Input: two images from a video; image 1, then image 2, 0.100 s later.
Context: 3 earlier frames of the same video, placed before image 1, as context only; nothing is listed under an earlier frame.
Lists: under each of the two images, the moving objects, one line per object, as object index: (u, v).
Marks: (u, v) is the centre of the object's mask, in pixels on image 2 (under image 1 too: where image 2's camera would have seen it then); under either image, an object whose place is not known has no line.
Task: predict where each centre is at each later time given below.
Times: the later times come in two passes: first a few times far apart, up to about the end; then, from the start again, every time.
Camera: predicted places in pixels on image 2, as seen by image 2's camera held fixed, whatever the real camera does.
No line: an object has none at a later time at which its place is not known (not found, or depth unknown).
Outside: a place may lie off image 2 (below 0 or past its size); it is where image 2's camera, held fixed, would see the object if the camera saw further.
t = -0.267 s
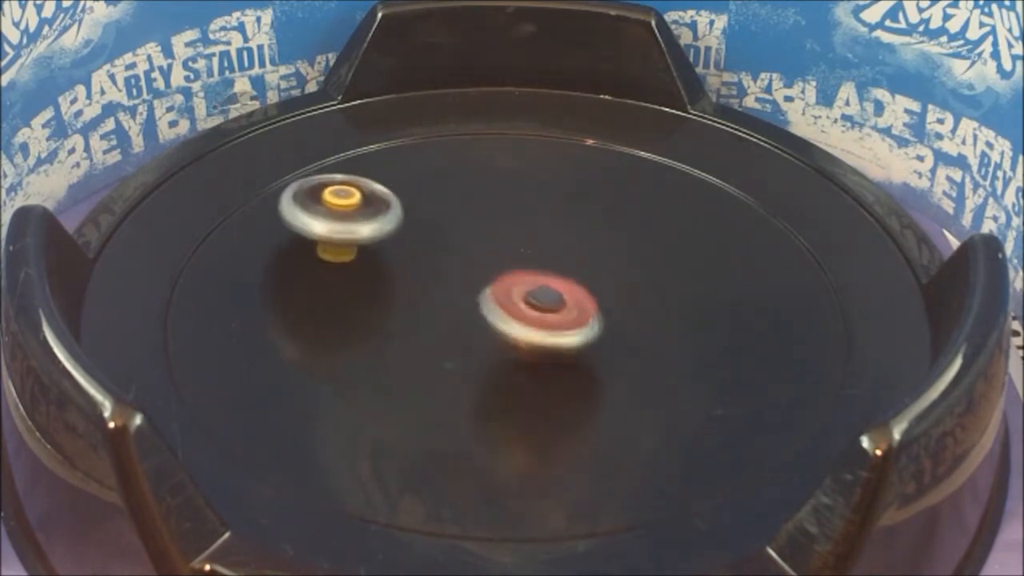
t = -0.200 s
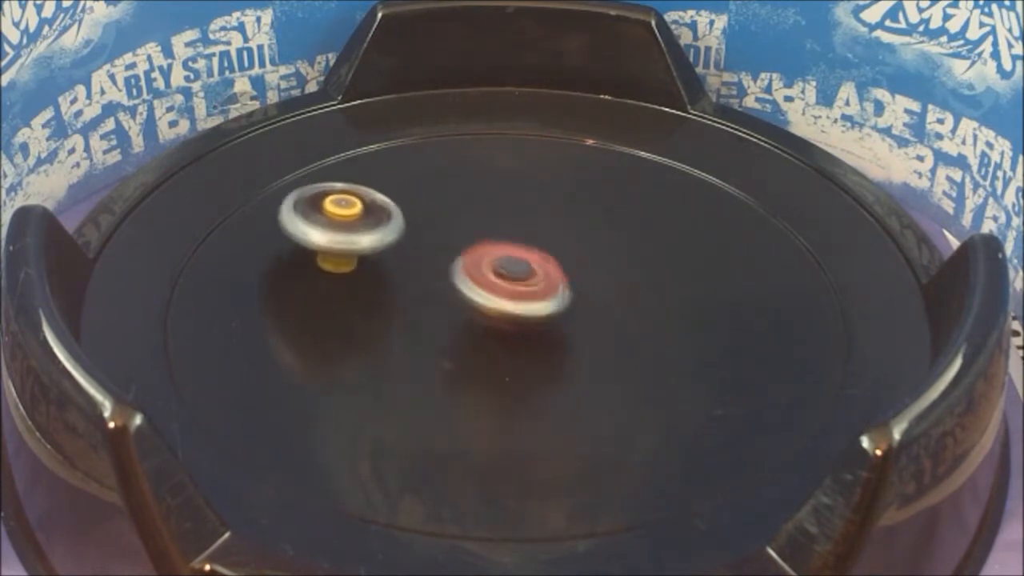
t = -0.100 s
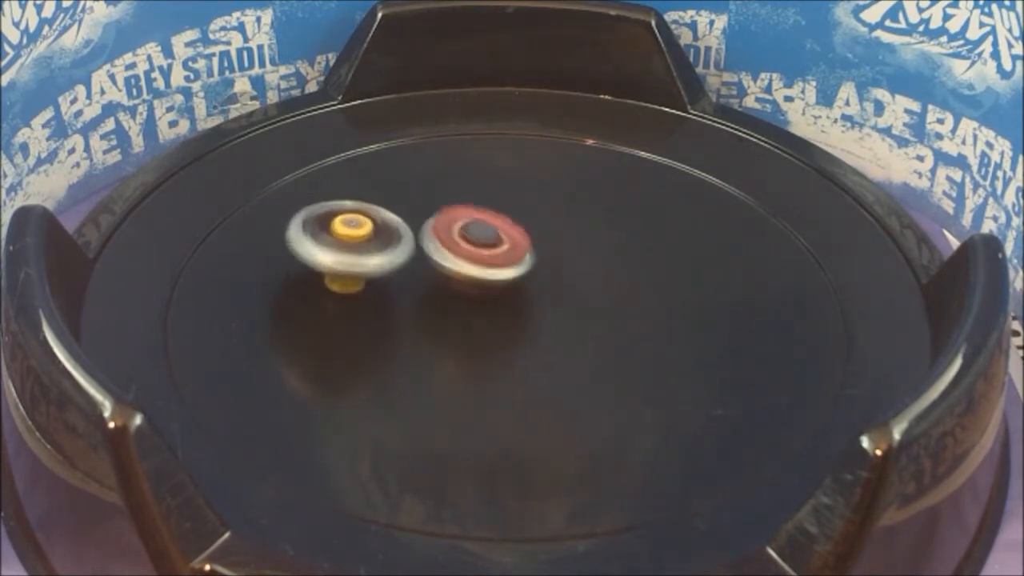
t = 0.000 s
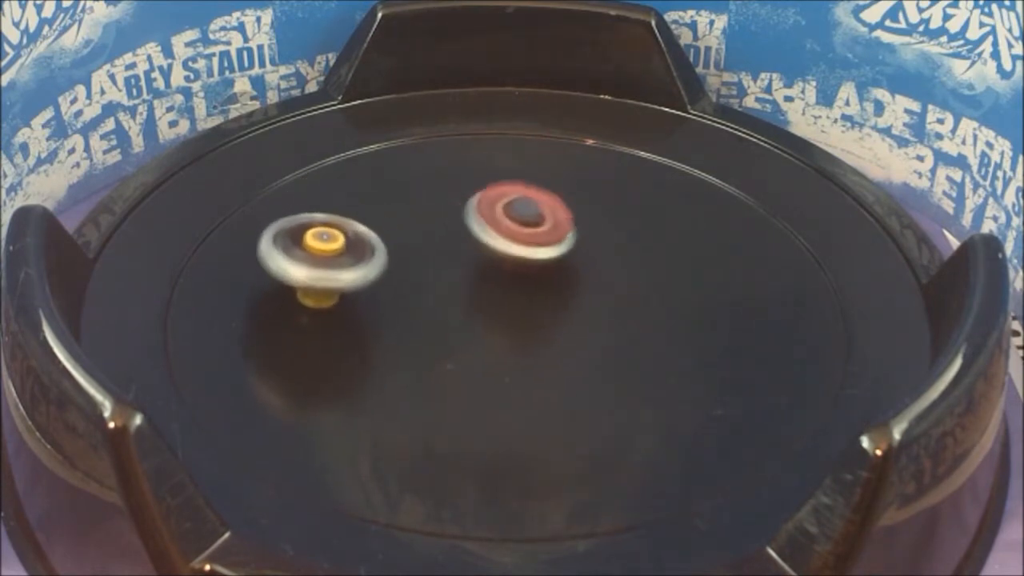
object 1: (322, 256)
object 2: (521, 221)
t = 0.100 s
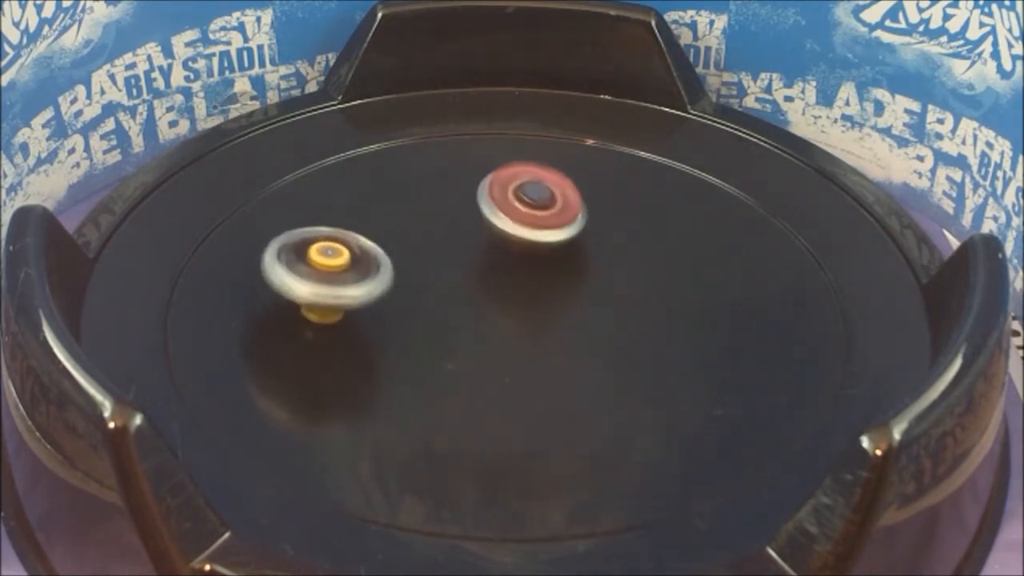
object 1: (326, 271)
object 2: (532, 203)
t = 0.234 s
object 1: (357, 288)
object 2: (512, 190)
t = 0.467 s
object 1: (419, 292)
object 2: (500, 195)
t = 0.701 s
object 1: (430, 286)
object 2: (518, 214)
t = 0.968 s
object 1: (453, 302)
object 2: (546, 241)
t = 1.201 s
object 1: (303, 350)
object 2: (709, 221)
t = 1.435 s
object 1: (410, 378)
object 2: (680, 262)
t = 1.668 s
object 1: (492, 377)
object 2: (604, 259)
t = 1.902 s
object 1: (442, 417)
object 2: (567, 119)
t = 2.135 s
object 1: (537, 368)
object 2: (308, 157)
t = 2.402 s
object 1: (540, 321)
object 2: (233, 282)
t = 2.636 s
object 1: (520, 303)
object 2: (363, 341)
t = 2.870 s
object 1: (638, 223)
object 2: (317, 368)
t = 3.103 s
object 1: (591, 192)
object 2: (371, 365)
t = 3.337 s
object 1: (519, 210)
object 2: (436, 341)
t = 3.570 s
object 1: (492, 228)
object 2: (494, 316)
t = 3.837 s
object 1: (478, 225)
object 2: (583, 323)
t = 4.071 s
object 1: (475, 244)
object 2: (612, 316)
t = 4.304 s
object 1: (483, 265)
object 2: (613, 317)
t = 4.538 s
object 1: (479, 274)
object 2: (600, 324)
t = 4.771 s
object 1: (455, 273)
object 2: (555, 335)
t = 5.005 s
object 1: (428, 266)
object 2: (562, 332)
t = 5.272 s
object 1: (426, 281)
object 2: (572, 308)
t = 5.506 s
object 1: (442, 290)
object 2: (577, 290)
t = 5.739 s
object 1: (452, 295)
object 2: (590, 284)
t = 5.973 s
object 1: (446, 296)
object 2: (601, 279)
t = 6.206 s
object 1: (448, 300)
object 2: (583, 281)
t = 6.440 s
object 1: (434, 306)
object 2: (583, 272)
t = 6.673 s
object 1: (445, 311)
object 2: (566, 264)
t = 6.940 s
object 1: (440, 324)
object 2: (574, 245)
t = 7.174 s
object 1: (464, 326)
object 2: (559, 244)
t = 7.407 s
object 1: (483, 327)
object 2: (546, 247)
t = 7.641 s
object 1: (471, 362)
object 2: (564, 207)
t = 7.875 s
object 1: (512, 357)
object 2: (537, 213)
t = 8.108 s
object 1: (542, 343)
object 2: (504, 228)
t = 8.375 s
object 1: (562, 320)
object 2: (455, 252)
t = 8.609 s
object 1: (565, 298)
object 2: (425, 258)
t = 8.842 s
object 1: (556, 278)
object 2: (414, 261)
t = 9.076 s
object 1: (566, 263)
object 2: (393, 266)
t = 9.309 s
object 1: (611, 252)
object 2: (348, 277)
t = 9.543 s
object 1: (588, 245)
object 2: (358, 294)
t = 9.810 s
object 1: (565, 249)
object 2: (388, 316)
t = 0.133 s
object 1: (332, 275)
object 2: (528, 198)
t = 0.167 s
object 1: (339, 279)
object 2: (522, 194)
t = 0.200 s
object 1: (347, 284)
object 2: (516, 191)
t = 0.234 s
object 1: (357, 288)
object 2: (512, 190)
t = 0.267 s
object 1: (367, 291)
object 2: (508, 190)
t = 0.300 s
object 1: (377, 294)
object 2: (506, 190)
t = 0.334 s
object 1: (387, 295)
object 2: (504, 190)
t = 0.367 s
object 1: (397, 295)
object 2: (502, 191)
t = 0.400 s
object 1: (405, 295)
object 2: (501, 191)
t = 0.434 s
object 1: (412, 294)
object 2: (500, 193)
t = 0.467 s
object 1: (419, 292)
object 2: (500, 195)
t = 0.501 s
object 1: (424, 290)
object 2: (500, 197)
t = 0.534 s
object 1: (428, 287)
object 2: (500, 202)
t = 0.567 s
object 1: (431, 285)
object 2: (500, 205)
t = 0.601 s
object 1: (435, 283)
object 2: (501, 209)
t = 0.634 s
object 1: (438, 281)
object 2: (504, 213)
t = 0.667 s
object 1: (440, 279)
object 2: (508, 217)
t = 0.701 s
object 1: (430, 286)
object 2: (518, 214)
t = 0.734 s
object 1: (423, 294)
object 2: (530, 210)
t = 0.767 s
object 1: (420, 299)
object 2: (540, 209)
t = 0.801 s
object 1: (422, 302)
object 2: (548, 213)
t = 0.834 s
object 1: (429, 303)
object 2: (550, 218)
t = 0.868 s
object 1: (435, 303)
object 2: (550, 224)
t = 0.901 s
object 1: (441, 303)
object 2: (549, 229)
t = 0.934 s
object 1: (447, 302)
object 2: (548, 236)
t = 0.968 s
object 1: (453, 302)
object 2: (546, 241)
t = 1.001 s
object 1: (459, 302)
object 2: (546, 246)
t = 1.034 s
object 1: (446, 301)
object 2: (558, 248)
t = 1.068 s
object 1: (404, 315)
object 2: (597, 239)
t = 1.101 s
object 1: (365, 328)
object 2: (633, 227)
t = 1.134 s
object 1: (335, 337)
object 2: (664, 221)
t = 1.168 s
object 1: (314, 343)
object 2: (689, 218)
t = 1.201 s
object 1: (303, 350)
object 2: (709, 221)
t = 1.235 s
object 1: (304, 357)
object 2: (723, 224)
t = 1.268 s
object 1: (313, 362)
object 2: (731, 229)
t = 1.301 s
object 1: (327, 367)
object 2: (731, 236)
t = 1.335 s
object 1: (344, 371)
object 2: (723, 244)
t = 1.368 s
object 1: (364, 375)
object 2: (711, 250)
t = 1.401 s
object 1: (386, 377)
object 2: (697, 256)
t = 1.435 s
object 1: (410, 378)
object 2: (680, 262)
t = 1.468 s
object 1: (433, 378)
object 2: (664, 268)
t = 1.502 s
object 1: (455, 375)
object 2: (647, 273)
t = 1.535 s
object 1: (474, 372)
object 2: (630, 277)
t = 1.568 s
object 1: (491, 367)
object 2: (615, 282)
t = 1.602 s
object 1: (507, 362)
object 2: (600, 286)
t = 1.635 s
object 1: (518, 358)
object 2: (587, 288)
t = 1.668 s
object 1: (492, 377)
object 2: (604, 259)
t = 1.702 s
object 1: (463, 395)
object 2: (625, 224)
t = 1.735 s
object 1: (440, 406)
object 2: (635, 194)
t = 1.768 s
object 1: (425, 414)
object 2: (637, 169)
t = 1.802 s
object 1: (419, 418)
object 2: (631, 148)
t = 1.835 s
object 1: (423, 419)
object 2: (618, 135)
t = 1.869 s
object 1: (431, 419)
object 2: (596, 126)
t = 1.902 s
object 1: (442, 417)
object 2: (567, 119)
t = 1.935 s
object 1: (455, 413)
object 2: (532, 118)
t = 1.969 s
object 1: (470, 409)
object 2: (494, 118)
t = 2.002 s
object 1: (484, 402)
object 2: (455, 121)
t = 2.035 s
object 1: (499, 395)
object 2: (415, 126)
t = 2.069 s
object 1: (513, 387)
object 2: (378, 134)
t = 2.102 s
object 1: (526, 378)
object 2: (342, 145)
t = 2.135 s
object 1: (537, 368)
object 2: (308, 157)
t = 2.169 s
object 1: (545, 359)
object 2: (280, 171)
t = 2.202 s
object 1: (549, 350)
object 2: (257, 186)
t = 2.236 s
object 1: (550, 343)
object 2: (241, 201)
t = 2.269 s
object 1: (549, 336)
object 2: (229, 217)
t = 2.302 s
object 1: (548, 331)
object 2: (223, 234)
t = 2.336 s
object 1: (546, 327)
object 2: (222, 251)
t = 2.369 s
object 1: (544, 324)
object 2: (225, 267)
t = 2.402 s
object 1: (540, 321)
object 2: (233, 282)
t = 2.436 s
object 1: (537, 318)
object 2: (246, 296)
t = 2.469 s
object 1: (534, 315)
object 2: (261, 309)
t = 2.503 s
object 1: (530, 312)
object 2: (279, 318)
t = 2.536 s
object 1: (527, 309)
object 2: (299, 327)
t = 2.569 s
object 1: (525, 307)
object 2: (319, 334)
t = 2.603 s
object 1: (522, 305)
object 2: (341, 340)
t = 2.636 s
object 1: (520, 303)
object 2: (363, 341)
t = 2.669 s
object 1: (517, 302)
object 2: (384, 342)
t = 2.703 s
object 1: (515, 300)
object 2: (404, 344)
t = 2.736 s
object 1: (542, 287)
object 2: (378, 351)
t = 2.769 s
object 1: (578, 269)
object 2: (345, 359)
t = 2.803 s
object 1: (607, 252)
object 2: (324, 363)
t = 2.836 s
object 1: (626, 237)
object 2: (316, 366)
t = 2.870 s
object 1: (638, 223)
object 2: (317, 368)
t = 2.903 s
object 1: (639, 212)
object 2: (321, 370)
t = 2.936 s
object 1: (634, 206)
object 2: (326, 371)
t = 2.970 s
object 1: (626, 201)
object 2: (333, 372)
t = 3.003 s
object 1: (617, 197)
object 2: (340, 373)
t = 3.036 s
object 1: (609, 194)
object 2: (349, 371)
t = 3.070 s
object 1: (600, 193)
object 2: (360, 369)
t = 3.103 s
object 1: (591, 192)
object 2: (371, 365)
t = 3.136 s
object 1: (581, 192)
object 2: (382, 363)
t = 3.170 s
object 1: (571, 193)
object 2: (392, 359)
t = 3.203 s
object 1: (561, 195)
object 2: (402, 355)
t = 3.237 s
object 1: (551, 198)
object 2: (412, 352)
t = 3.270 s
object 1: (539, 201)
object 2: (421, 348)
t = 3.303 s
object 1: (528, 205)
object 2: (428, 344)
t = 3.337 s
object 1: (519, 210)
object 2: (436, 341)
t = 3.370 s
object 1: (511, 215)
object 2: (443, 337)
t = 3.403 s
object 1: (505, 219)
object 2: (450, 335)
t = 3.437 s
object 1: (501, 223)
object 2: (458, 331)
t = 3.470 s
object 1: (498, 226)
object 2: (465, 328)
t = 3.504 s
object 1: (495, 228)
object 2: (475, 325)
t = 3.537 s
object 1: (494, 228)
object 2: (484, 321)
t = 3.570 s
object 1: (492, 228)
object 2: (494, 316)
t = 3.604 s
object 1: (490, 228)
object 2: (505, 315)
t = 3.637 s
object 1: (489, 221)
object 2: (517, 322)
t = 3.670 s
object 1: (488, 218)
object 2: (529, 327)
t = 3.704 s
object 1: (485, 219)
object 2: (542, 328)
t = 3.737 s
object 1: (483, 220)
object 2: (555, 328)
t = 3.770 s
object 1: (481, 221)
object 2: (566, 326)
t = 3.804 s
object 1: (479, 223)
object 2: (576, 324)
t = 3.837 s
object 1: (478, 225)
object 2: (583, 323)
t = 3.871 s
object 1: (476, 227)
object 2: (588, 321)
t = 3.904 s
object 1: (475, 229)
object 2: (594, 320)
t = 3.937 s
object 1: (475, 232)
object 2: (598, 319)
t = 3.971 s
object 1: (475, 235)
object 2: (602, 318)
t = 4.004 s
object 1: (475, 238)
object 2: (606, 318)
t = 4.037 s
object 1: (475, 241)
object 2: (609, 317)
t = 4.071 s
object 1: (475, 244)
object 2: (612, 316)
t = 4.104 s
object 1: (476, 246)
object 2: (614, 316)
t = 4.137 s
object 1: (477, 249)
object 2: (615, 316)
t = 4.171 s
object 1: (478, 252)
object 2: (616, 316)
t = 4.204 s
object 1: (479, 256)
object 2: (616, 316)
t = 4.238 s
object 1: (480, 259)
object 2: (615, 316)
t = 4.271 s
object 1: (481, 262)
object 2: (614, 315)
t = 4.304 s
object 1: (483, 265)
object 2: (613, 317)
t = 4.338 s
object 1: (485, 268)
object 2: (611, 317)
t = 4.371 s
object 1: (487, 271)
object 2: (609, 317)
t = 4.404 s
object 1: (489, 274)
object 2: (606, 318)
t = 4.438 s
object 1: (491, 277)
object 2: (603, 318)
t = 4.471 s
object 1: (491, 277)
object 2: (602, 321)
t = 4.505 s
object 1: (484, 275)
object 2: (602, 321)
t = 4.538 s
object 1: (479, 274)
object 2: (600, 324)
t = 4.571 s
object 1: (475, 274)
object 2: (592, 325)
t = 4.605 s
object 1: (473, 276)
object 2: (582, 329)
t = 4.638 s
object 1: (472, 279)
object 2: (574, 330)
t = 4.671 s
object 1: (467, 278)
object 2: (570, 331)
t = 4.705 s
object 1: (463, 276)
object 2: (562, 333)
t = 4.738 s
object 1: (461, 277)
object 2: (555, 333)
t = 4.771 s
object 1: (455, 273)
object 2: (555, 335)
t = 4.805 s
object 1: (448, 268)
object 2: (553, 336)
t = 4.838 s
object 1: (444, 265)
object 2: (550, 336)
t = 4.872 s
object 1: (442, 266)
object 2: (547, 333)
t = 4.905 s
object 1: (442, 268)
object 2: (545, 330)
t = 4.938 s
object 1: (443, 271)
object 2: (543, 327)
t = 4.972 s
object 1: (434, 268)
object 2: (553, 331)
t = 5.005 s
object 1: (428, 266)
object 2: (562, 332)
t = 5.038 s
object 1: (424, 267)
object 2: (565, 331)
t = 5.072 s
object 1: (422, 269)
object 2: (566, 329)
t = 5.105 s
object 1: (422, 271)
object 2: (567, 326)
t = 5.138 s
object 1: (422, 273)
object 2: (568, 322)
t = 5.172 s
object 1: (423, 276)
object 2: (569, 319)
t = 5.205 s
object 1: (424, 278)
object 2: (570, 315)
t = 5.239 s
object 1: (425, 280)
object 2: (571, 312)
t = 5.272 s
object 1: (426, 281)
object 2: (572, 308)
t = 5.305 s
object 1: (428, 283)
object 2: (572, 305)
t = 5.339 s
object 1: (430, 285)
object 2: (573, 301)
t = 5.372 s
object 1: (432, 286)
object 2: (574, 299)
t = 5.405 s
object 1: (434, 287)
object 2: (575, 296)
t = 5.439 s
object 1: (436, 288)
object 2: (576, 294)
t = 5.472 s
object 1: (439, 289)
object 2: (576, 292)
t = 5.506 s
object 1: (442, 290)
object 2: (577, 290)
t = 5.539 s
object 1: (445, 291)
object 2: (578, 289)
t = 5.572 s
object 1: (448, 292)
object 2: (579, 288)
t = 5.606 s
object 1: (449, 293)
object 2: (581, 286)
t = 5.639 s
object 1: (447, 293)
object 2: (587, 286)
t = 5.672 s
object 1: (447, 294)
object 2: (588, 285)
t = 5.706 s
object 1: (449, 294)
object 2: (589, 285)
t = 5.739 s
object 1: (452, 295)
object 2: (590, 284)
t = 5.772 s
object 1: (454, 295)
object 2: (590, 283)
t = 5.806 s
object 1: (457, 296)
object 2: (589, 283)
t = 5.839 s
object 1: (460, 296)
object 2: (589, 283)
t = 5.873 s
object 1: (462, 296)
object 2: (588, 283)
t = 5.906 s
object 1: (454, 297)
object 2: (594, 281)
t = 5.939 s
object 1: (447, 296)
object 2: (600, 280)
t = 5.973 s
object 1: (446, 296)
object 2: (601, 279)
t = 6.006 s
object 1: (447, 296)
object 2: (599, 280)
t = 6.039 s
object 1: (449, 296)
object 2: (595, 281)
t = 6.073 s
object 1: (451, 297)
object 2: (590, 281)
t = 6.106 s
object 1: (453, 298)
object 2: (585, 281)
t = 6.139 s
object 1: (454, 298)
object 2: (581, 282)
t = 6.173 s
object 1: (449, 299)
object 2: (585, 281)
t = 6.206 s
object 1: (448, 300)
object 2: (583, 281)
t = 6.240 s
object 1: (449, 300)
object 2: (579, 281)
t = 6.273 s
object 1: (449, 300)
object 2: (575, 280)
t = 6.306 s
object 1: (447, 301)
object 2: (575, 279)
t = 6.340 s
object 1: (448, 302)
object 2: (572, 279)
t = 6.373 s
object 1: (442, 303)
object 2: (575, 277)
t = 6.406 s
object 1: (435, 305)
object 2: (582, 274)
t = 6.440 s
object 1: (434, 306)
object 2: (583, 272)
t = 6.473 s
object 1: (434, 307)
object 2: (581, 271)
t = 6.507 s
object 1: (436, 308)
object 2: (579, 270)
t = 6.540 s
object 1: (437, 309)
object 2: (577, 268)
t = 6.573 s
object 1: (439, 310)
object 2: (574, 267)
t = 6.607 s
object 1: (441, 310)
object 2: (572, 266)
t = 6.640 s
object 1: (443, 311)
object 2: (569, 265)
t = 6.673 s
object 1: (445, 311)
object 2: (566, 264)
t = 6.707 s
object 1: (448, 312)
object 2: (563, 263)
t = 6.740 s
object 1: (451, 312)
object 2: (560, 263)
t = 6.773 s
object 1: (454, 312)
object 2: (558, 263)
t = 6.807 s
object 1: (456, 312)
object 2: (555, 262)
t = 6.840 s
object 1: (455, 314)
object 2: (555, 260)
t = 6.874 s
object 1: (444, 320)
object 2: (567, 251)
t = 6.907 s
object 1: (440, 323)
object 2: (574, 247)
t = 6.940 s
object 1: (440, 324)
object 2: (574, 245)
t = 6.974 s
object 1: (443, 325)
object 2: (573, 245)
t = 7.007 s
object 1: (446, 325)
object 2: (570, 244)
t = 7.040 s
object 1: (450, 326)
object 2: (568, 244)
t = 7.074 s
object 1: (453, 326)
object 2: (565, 244)
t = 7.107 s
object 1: (457, 326)
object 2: (563, 244)
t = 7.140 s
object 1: (461, 326)
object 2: (560, 244)
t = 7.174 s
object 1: (464, 326)
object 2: (559, 244)
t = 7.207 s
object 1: (469, 325)
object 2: (557, 245)
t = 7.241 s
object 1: (472, 325)
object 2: (555, 246)
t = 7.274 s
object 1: (476, 325)
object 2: (552, 247)
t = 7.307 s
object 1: (480, 324)
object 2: (549, 249)
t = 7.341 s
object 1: (483, 323)
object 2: (547, 250)
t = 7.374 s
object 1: (487, 322)
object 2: (544, 250)
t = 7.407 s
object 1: (483, 327)
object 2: (546, 247)
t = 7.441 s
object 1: (468, 341)
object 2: (561, 228)
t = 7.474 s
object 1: (458, 350)
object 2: (572, 215)
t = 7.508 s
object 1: (453, 356)
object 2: (576, 208)
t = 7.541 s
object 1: (454, 360)
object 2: (575, 207)
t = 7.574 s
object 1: (459, 361)
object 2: (572, 206)
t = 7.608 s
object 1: (465, 361)
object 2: (568, 207)
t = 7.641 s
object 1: (471, 362)
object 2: (564, 207)
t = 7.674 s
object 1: (478, 362)
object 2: (560, 207)
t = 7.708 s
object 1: (484, 362)
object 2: (556, 208)
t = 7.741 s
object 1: (490, 361)
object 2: (553, 209)
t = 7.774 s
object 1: (496, 360)
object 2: (548, 209)
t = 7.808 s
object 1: (502, 359)
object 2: (545, 210)
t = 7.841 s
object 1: (507, 358)
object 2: (541, 212)
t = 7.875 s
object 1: (512, 357)
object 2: (537, 213)
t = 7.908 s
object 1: (517, 355)
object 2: (534, 215)
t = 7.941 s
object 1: (522, 354)
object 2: (529, 216)
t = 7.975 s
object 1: (527, 352)
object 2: (525, 218)
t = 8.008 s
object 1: (531, 350)
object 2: (520, 220)
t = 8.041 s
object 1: (535, 348)
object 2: (515, 223)
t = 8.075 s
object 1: (539, 346)
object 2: (510, 225)
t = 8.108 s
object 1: (542, 343)
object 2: (504, 228)
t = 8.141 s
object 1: (546, 341)
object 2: (498, 231)
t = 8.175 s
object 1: (549, 338)
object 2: (492, 234)
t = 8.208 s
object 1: (552, 335)
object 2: (485, 237)
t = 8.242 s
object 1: (554, 332)
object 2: (479, 240)
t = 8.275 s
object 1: (557, 329)
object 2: (472, 244)
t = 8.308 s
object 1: (559, 326)
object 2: (466, 247)
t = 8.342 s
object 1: (560, 323)
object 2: (460, 250)
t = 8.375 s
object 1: (562, 320)
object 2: (455, 252)
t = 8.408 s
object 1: (563, 317)
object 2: (449, 253)
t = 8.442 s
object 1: (564, 314)
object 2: (445, 254)
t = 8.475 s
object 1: (565, 311)
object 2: (440, 255)
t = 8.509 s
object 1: (565, 307)
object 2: (436, 257)
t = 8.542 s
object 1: (566, 304)
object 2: (432, 257)
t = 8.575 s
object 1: (566, 301)
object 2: (429, 257)
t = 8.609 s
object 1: (565, 298)
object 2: (425, 258)
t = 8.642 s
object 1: (564, 295)
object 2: (423, 258)
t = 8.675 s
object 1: (563, 292)
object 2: (420, 259)
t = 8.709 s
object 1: (562, 289)
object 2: (418, 260)
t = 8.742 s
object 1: (561, 286)
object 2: (417, 260)
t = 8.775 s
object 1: (560, 283)
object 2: (416, 261)
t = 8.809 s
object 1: (558, 281)
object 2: (415, 260)
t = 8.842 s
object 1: (556, 278)
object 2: (414, 261)
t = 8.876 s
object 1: (555, 275)
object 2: (415, 262)
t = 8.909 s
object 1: (553, 273)
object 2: (414, 263)
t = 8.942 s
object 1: (550, 271)
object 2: (415, 264)
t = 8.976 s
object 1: (548, 269)
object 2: (416, 265)
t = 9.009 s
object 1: (546, 267)
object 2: (417, 266)
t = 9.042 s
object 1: (544, 265)
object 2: (418, 268)
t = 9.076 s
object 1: (566, 263)
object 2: (393, 266)
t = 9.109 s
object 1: (589, 261)
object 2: (368, 264)
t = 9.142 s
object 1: (605, 260)
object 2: (353, 264)
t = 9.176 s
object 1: (615, 260)
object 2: (348, 266)
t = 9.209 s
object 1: (617, 259)
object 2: (348, 269)
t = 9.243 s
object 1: (617, 257)
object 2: (348, 272)
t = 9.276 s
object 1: (615, 255)
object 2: (348, 275)
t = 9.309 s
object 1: (611, 252)
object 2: (348, 277)
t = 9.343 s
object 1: (608, 250)
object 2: (348, 279)
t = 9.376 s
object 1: (606, 248)
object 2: (349, 282)
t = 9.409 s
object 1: (604, 247)
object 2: (350, 283)
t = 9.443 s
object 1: (601, 246)
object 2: (352, 287)
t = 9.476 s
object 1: (598, 246)
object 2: (354, 289)
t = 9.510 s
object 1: (593, 245)
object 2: (356, 291)
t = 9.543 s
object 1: (588, 245)
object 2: (358, 294)
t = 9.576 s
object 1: (583, 245)
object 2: (361, 296)
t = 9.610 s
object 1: (580, 246)
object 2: (364, 299)
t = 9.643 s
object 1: (578, 246)
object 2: (367, 302)
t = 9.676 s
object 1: (576, 246)
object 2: (371, 304)
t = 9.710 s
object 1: (573, 247)
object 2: (375, 307)
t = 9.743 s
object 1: (571, 247)
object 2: (379, 310)
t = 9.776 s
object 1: (568, 248)
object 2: (384, 313)
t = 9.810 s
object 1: (565, 249)
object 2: (388, 316)
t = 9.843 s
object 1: (563, 251)
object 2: (392, 319)
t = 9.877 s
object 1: (560, 252)
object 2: (397, 321)
